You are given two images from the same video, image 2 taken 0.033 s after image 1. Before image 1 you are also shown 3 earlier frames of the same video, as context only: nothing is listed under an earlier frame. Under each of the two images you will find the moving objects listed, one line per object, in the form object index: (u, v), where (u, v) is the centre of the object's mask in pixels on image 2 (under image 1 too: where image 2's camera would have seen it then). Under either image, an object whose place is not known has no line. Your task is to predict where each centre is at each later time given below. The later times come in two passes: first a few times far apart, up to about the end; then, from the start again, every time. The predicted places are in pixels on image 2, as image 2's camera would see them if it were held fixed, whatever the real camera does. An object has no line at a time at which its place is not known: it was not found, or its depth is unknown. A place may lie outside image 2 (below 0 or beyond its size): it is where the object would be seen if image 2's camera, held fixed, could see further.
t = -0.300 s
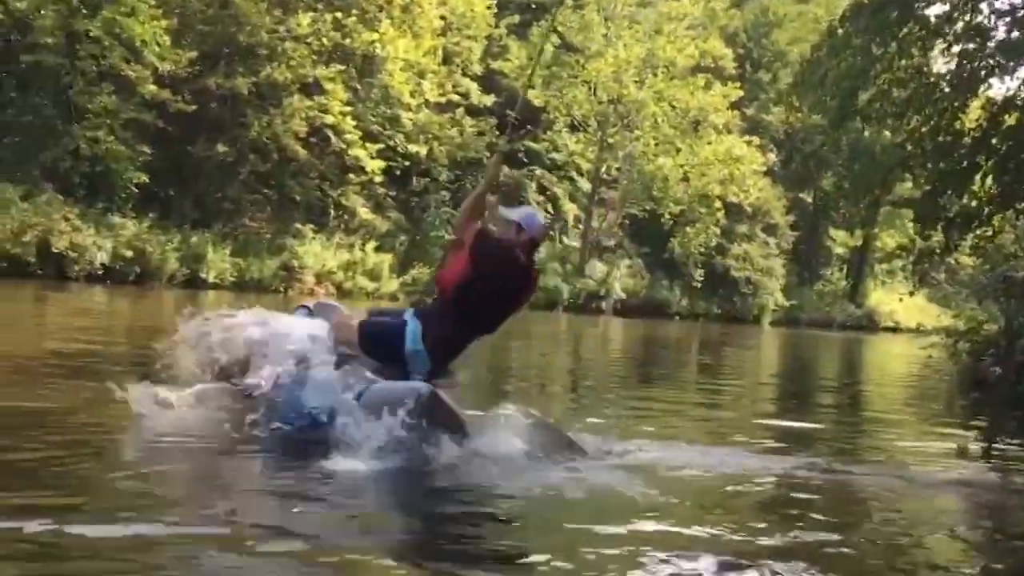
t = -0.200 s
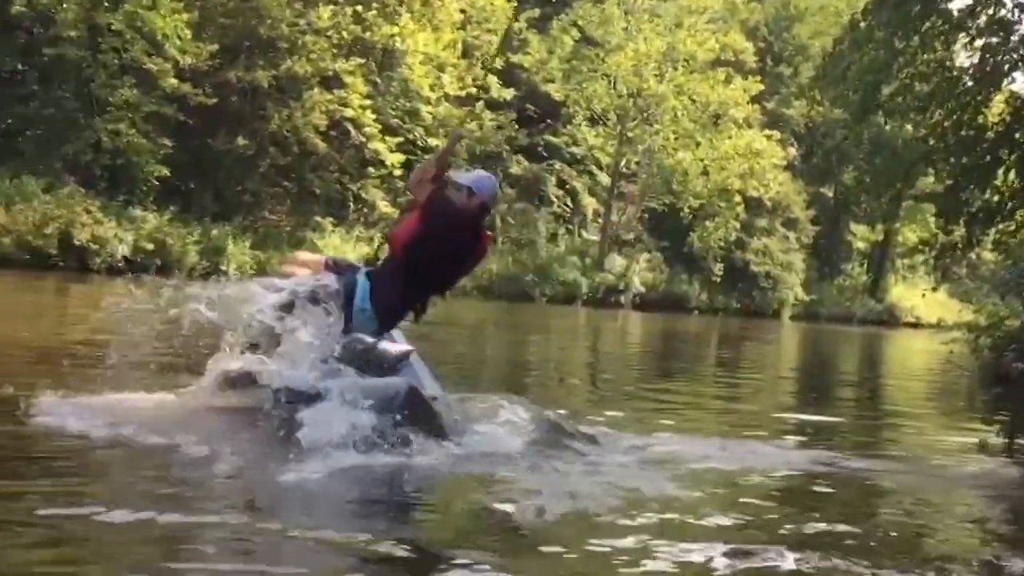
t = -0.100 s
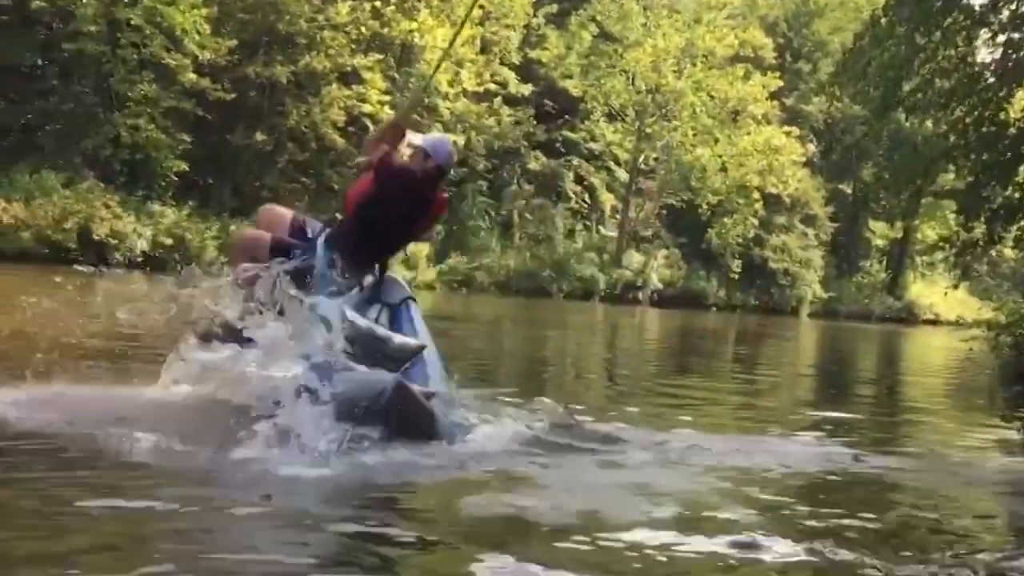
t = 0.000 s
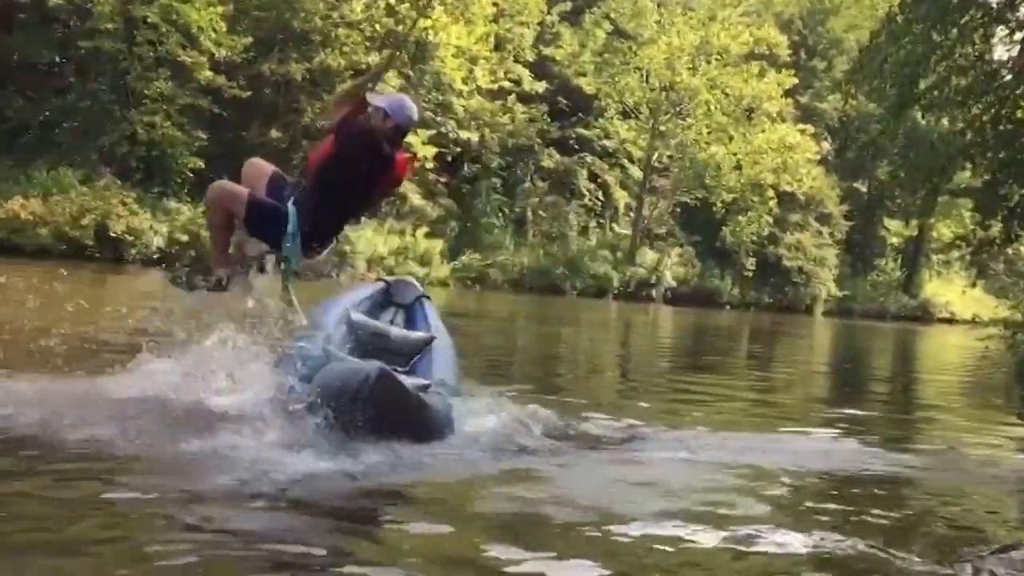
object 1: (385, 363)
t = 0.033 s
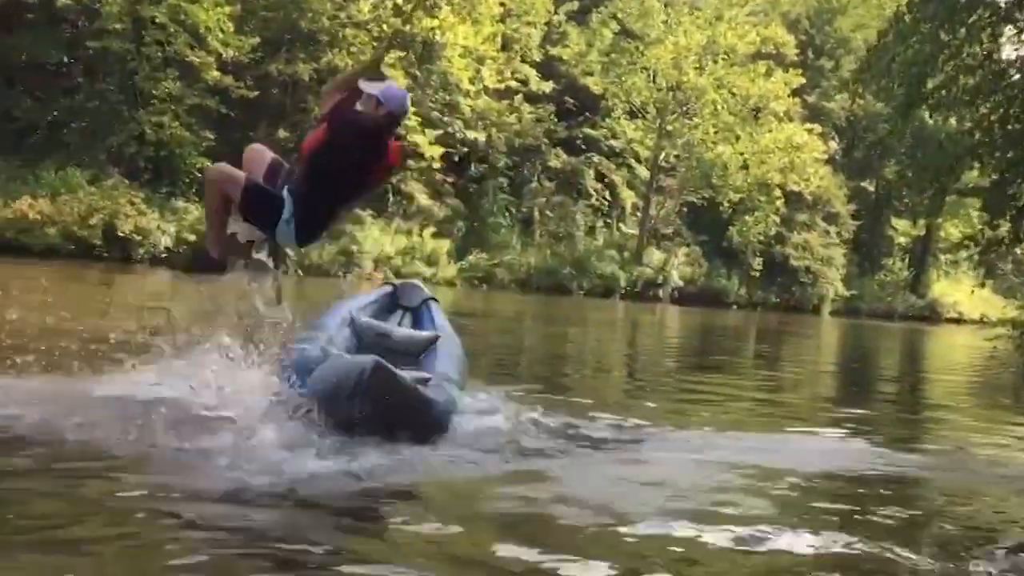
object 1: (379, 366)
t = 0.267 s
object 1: (339, 370)
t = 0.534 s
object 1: (313, 362)
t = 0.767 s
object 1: (291, 356)
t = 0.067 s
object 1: (374, 367)
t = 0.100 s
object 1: (368, 368)
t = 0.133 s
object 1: (364, 370)
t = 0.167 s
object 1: (357, 373)
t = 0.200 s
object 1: (351, 370)
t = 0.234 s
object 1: (345, 371)
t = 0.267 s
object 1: (339, 370)
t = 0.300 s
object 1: (335, 369)
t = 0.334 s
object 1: (330, 368)
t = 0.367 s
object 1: (325, 368)
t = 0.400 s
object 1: (321, 369)
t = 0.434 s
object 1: (322, 363)
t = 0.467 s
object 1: (318, 363)
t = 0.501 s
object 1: (315, 362)
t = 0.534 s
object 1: (313, 362)
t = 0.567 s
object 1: (310, 361)
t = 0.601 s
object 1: (307, 360)
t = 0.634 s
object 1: (304, 358)
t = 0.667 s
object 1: (301, 356)
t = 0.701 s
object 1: (297, 356)
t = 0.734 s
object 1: (293, 355)
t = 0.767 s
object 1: (291, 356)
